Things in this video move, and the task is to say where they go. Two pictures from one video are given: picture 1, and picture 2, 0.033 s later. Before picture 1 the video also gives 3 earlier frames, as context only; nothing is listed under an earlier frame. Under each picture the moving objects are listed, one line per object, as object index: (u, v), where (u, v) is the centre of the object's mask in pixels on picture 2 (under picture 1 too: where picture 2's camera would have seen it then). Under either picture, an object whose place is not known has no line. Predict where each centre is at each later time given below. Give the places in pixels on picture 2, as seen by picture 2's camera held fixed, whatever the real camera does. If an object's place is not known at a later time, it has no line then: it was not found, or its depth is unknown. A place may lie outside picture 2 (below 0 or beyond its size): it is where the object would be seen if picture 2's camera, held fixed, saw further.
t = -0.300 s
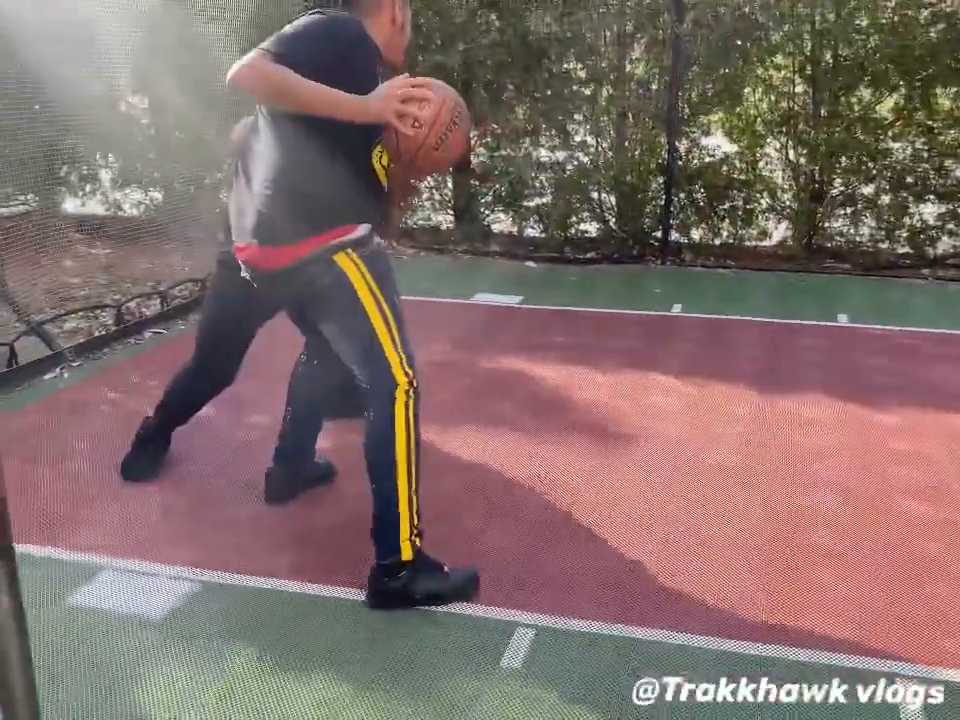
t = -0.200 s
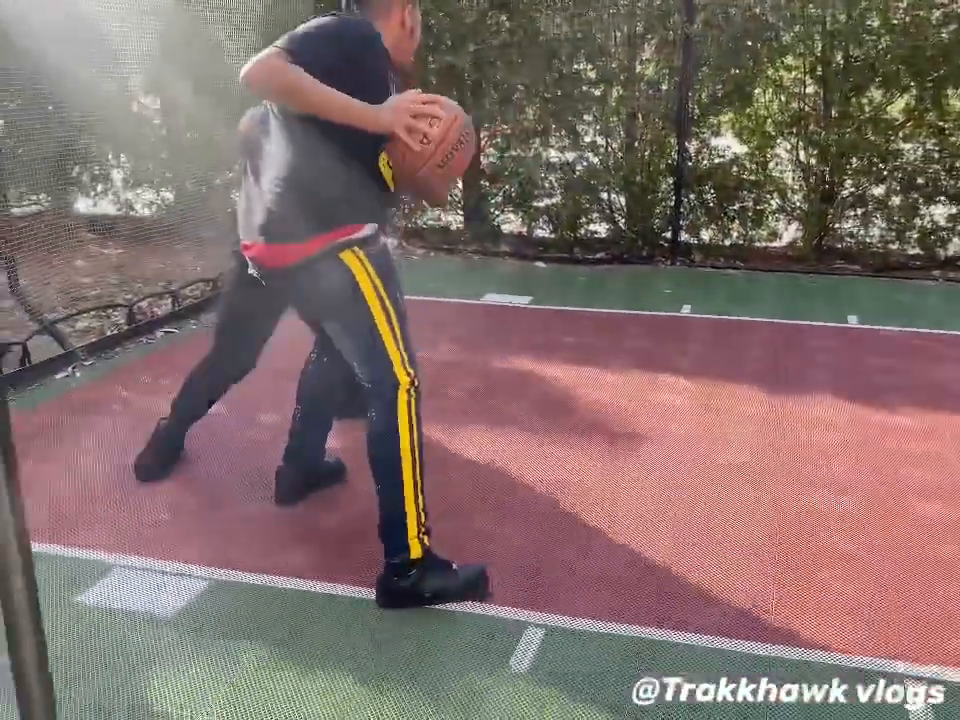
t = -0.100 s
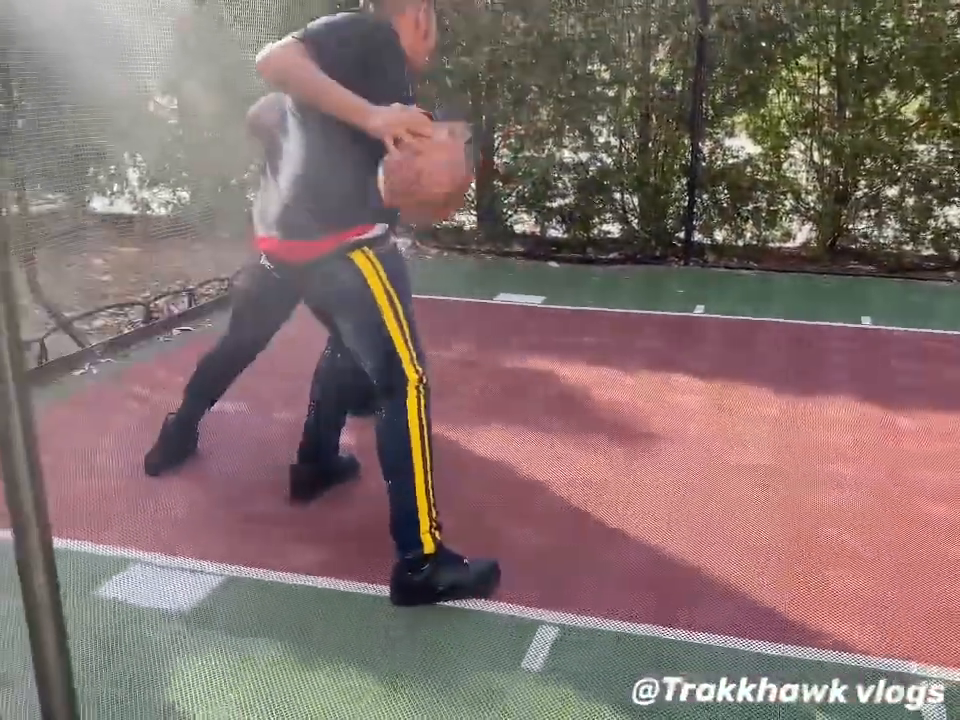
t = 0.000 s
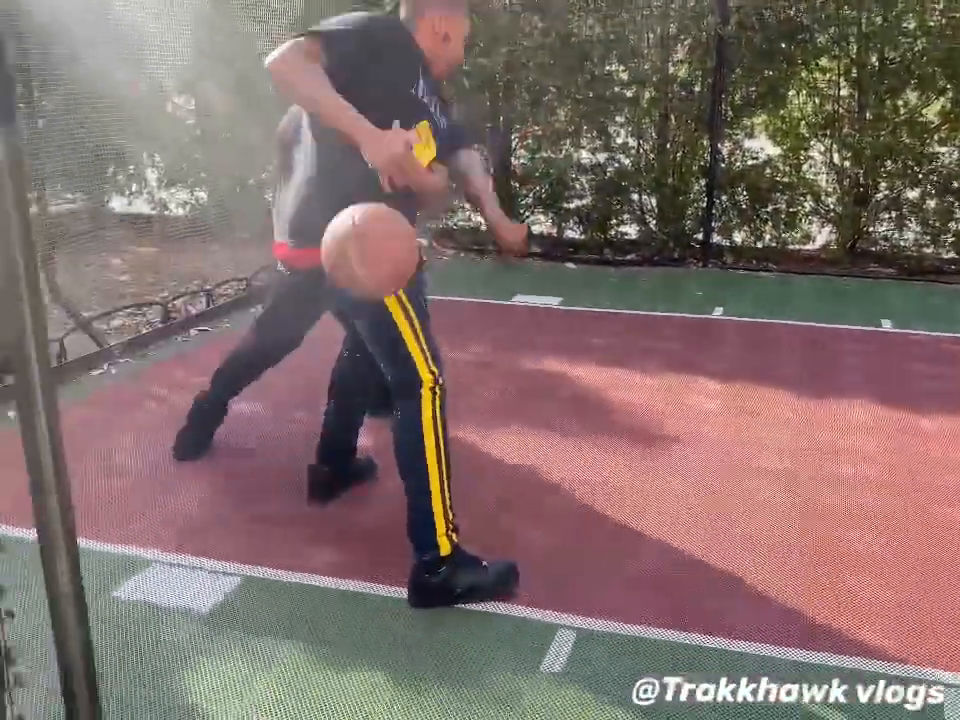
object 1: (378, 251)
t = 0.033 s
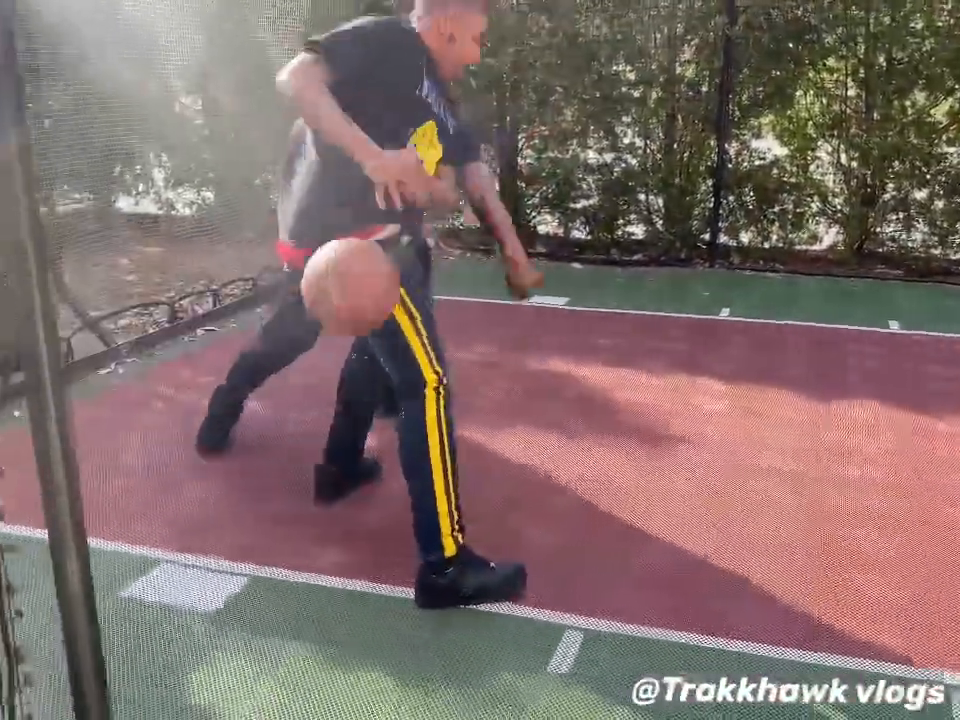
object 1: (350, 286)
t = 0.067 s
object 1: (323, 326)
